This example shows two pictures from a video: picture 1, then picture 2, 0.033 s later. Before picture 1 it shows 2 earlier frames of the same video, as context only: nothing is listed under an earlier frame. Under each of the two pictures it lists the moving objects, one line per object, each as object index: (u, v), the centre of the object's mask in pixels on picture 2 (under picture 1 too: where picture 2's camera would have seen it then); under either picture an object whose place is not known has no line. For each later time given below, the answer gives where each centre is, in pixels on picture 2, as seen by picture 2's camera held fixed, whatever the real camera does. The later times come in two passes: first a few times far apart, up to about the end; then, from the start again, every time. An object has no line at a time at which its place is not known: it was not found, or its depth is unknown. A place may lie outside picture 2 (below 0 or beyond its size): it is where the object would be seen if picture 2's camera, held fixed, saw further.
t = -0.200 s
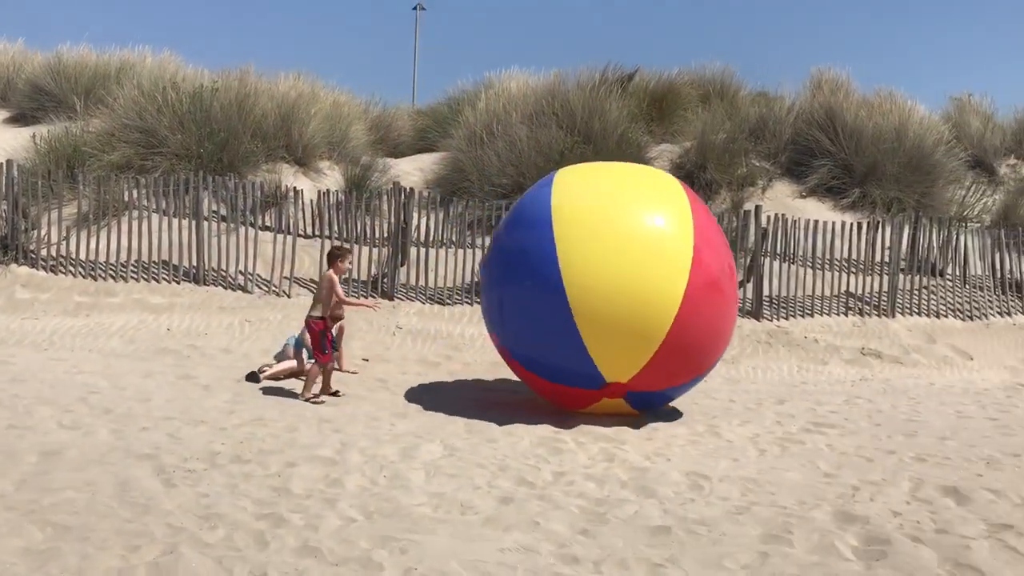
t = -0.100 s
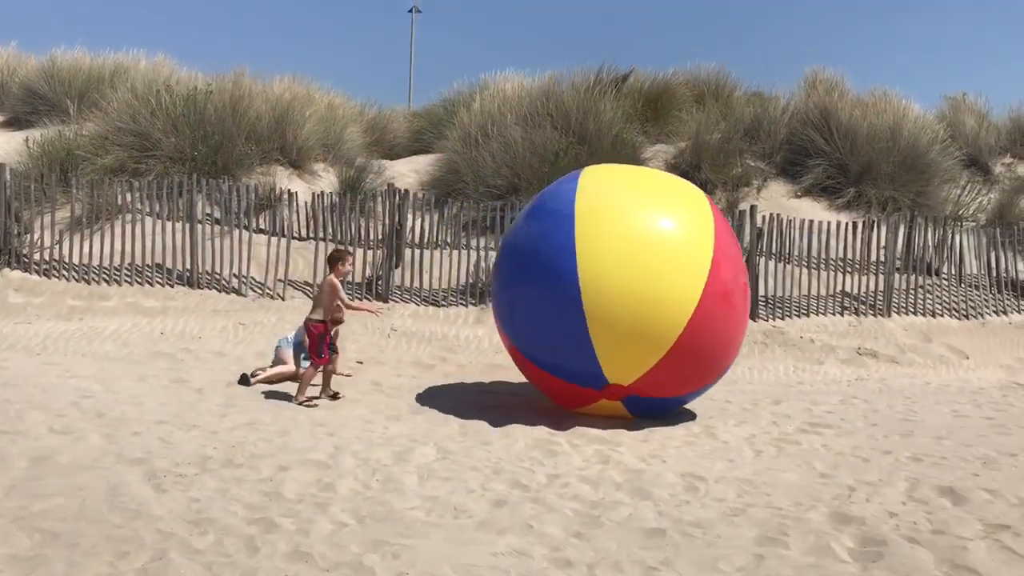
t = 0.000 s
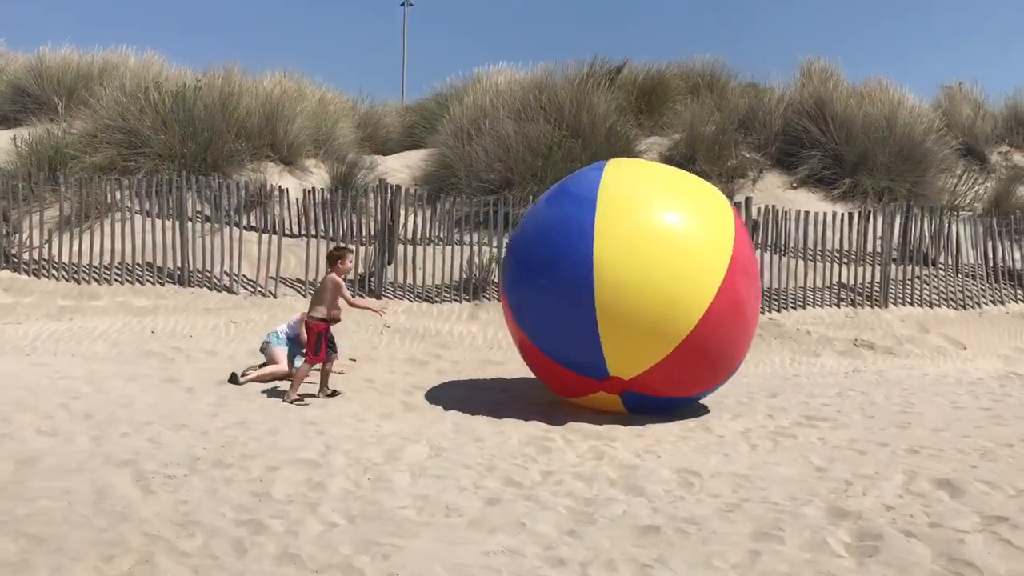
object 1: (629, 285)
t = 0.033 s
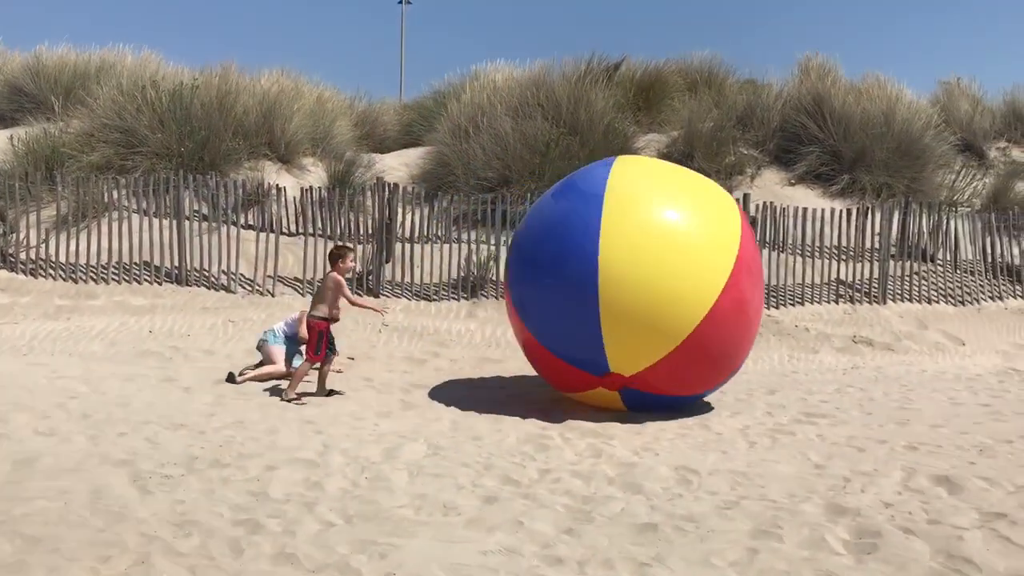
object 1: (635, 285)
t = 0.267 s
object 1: (673, 281)
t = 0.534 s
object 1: (714, 281)
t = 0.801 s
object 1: (752, 285)
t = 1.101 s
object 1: (793, 279)
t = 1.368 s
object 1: (828, 281)
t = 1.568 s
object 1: (854, 283)
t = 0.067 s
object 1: (640, 285)
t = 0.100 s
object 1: (646, 285)
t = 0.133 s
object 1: (652, 285)
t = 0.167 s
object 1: (657, 284)
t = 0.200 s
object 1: (663, 283)
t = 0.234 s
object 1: (668, 282)
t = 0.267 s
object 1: (673, 281)
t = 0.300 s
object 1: (679, 281)
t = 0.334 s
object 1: (684, 280)
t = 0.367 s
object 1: (689, 280)
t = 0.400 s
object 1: (694, 280)
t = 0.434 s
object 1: (700, 279)
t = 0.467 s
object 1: (705, 280)
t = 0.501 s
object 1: (710, 281)
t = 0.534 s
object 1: (714, 281)
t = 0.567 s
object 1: (719, 282)
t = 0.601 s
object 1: (724, 283)
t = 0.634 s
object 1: (729, 284)
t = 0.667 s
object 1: (734, 284)
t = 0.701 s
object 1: (739, 285)
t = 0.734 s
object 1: (744, 285)
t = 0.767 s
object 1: (748, 286)
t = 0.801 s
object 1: (752, 285)
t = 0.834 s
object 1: (756, 285)
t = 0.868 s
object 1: (761, 284)
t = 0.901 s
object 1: (766, 284)
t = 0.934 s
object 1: (771, 283)
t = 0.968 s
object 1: (776, 282)
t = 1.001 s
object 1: (780, 281)
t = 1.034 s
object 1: (784, 280)
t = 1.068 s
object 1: (789, 280)
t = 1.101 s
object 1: (793, 279)
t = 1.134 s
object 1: (798, 278)
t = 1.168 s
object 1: (802, 278)
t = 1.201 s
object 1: (807, 278)
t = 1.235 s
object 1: (812, 279)
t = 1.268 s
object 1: (816, 279)
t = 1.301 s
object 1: (820, 279)
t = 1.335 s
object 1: (824, 280)
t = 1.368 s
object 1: (828, 281)
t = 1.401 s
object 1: (833, 281)
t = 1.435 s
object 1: (837, 282)
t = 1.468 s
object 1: (842, 283)
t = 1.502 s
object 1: (846, 283)
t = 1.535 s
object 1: (849, 283)
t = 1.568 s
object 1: (854, 283)
